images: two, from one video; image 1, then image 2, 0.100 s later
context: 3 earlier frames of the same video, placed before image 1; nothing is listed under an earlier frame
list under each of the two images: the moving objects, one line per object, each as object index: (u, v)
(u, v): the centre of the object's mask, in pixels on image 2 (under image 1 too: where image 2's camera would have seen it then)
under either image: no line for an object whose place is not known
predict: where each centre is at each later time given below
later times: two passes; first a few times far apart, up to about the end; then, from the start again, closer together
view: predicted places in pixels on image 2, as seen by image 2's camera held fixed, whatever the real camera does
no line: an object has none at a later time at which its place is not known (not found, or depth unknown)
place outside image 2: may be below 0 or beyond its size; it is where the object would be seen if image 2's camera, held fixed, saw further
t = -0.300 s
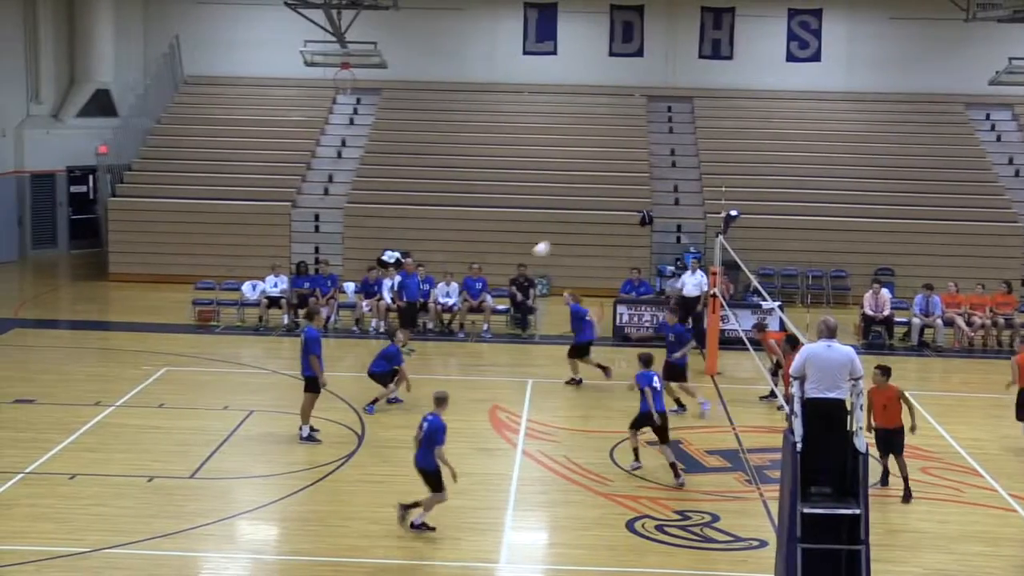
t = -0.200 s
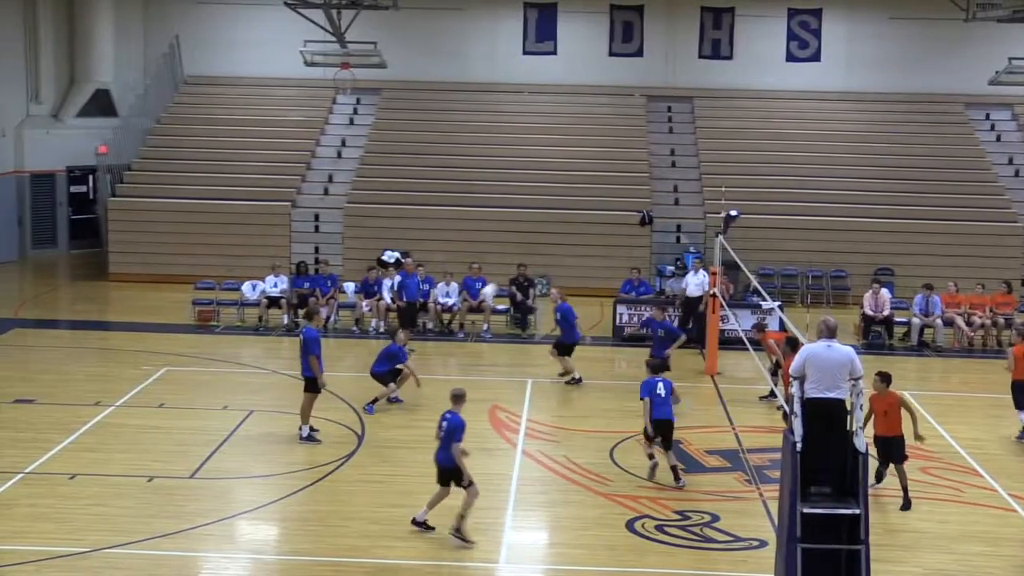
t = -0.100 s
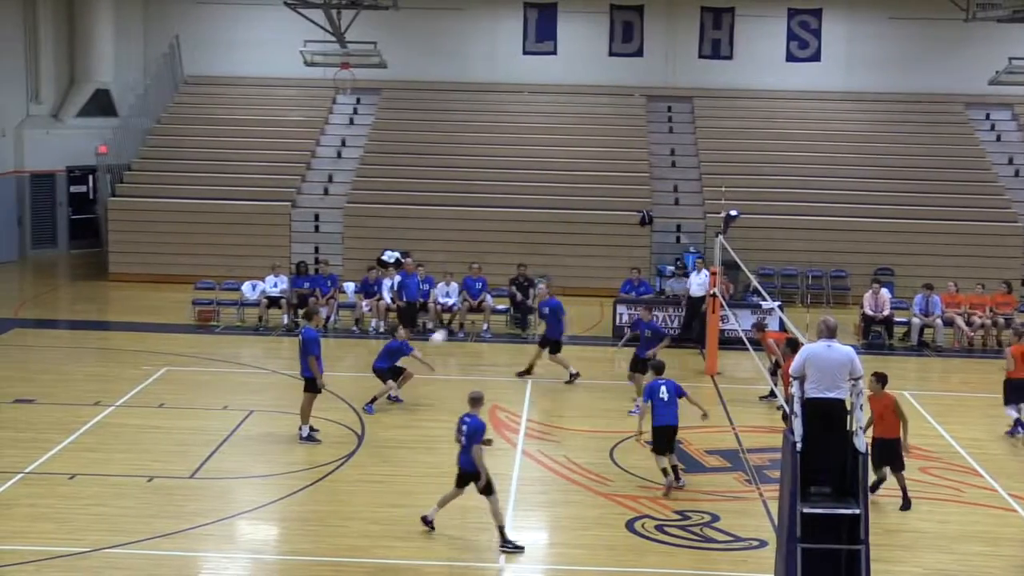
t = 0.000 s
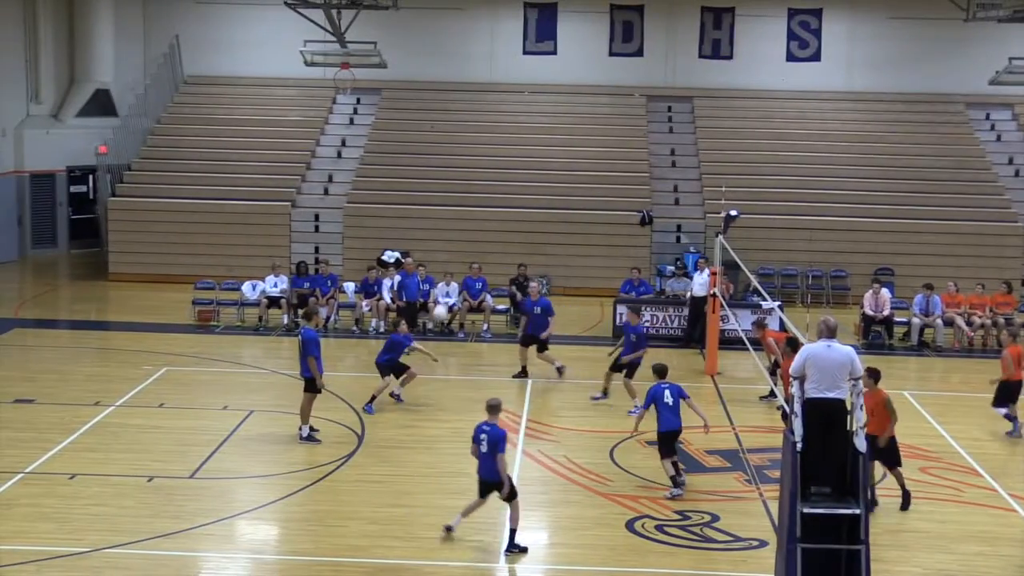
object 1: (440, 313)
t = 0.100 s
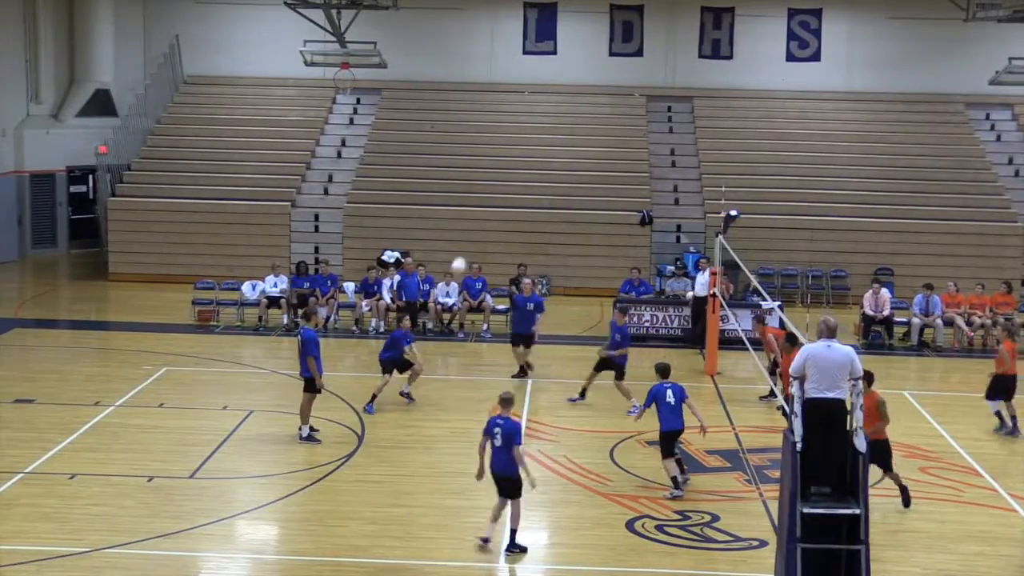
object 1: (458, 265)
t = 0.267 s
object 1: (488, 201)
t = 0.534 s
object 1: (535, 137)
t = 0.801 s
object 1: (579, 119)
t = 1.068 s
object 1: (623, 152)
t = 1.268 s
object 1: (653, 210)
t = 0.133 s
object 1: (464, 252)
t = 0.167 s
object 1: (470, 238)
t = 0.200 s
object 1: (477, 225)
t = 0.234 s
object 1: (482, 213)
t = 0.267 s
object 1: (488, 201)
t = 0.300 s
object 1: (494, 191)
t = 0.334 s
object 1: (500, 181)
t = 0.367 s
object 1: (505, 172)
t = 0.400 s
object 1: (511, 163)
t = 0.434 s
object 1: (518, 156)
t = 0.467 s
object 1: (523, 148)
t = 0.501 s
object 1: (529, 142)
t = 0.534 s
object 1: (535, 137)
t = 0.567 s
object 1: (541, 132)
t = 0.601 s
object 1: (546, 128)
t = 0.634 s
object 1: (552, 125)
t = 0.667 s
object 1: (558, 121)
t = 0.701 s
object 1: (563, 120)
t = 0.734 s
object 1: (568, 119)
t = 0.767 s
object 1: (574, 119)
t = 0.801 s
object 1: (579, 119)
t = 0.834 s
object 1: (584, 120)
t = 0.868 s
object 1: (590, 122)
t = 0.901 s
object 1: (596, 126)
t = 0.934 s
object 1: (601, 129)
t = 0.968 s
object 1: (607, 134)
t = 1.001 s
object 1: (612, 139)
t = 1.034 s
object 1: (617, 145)
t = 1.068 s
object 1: (623, 152)
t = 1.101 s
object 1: (628, 160)
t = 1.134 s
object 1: (633, 168)
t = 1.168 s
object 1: (639, 178)
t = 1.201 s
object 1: (644, 188)
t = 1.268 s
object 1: (653, 210)
